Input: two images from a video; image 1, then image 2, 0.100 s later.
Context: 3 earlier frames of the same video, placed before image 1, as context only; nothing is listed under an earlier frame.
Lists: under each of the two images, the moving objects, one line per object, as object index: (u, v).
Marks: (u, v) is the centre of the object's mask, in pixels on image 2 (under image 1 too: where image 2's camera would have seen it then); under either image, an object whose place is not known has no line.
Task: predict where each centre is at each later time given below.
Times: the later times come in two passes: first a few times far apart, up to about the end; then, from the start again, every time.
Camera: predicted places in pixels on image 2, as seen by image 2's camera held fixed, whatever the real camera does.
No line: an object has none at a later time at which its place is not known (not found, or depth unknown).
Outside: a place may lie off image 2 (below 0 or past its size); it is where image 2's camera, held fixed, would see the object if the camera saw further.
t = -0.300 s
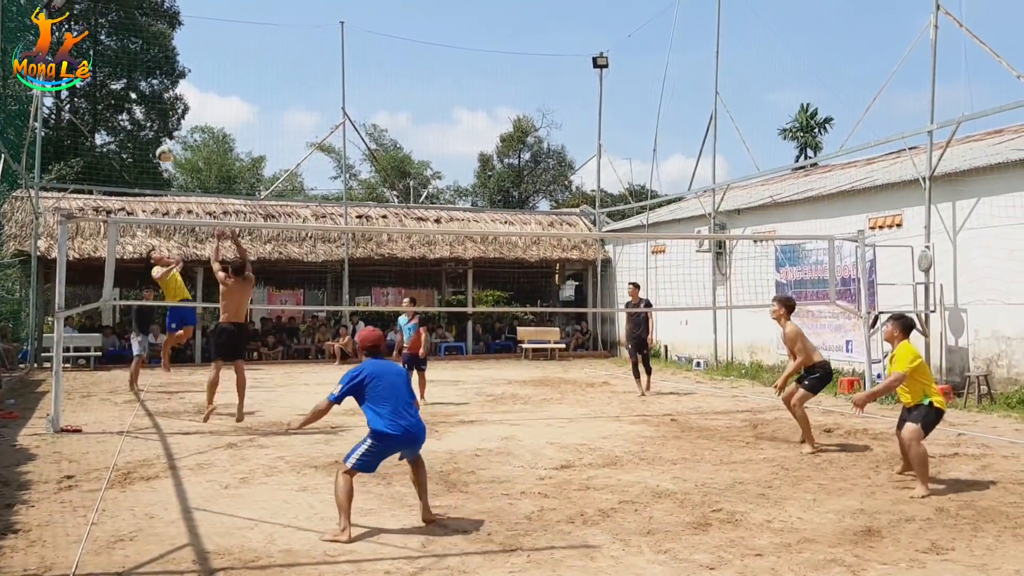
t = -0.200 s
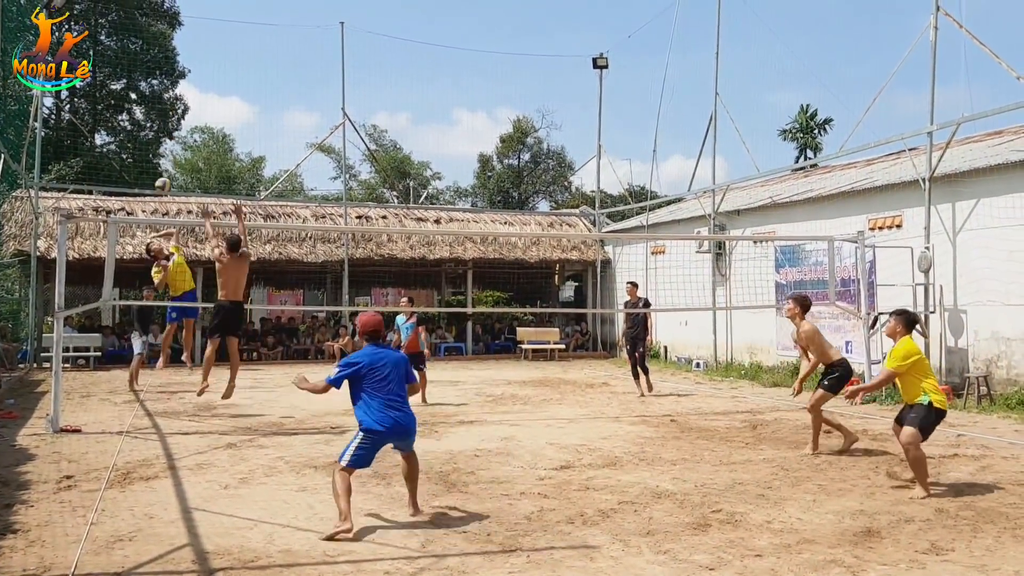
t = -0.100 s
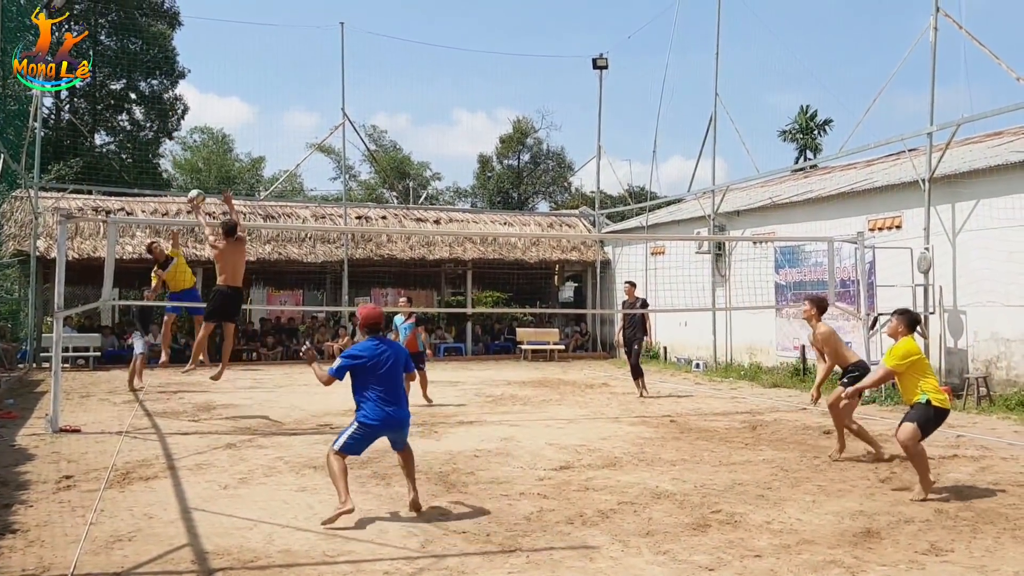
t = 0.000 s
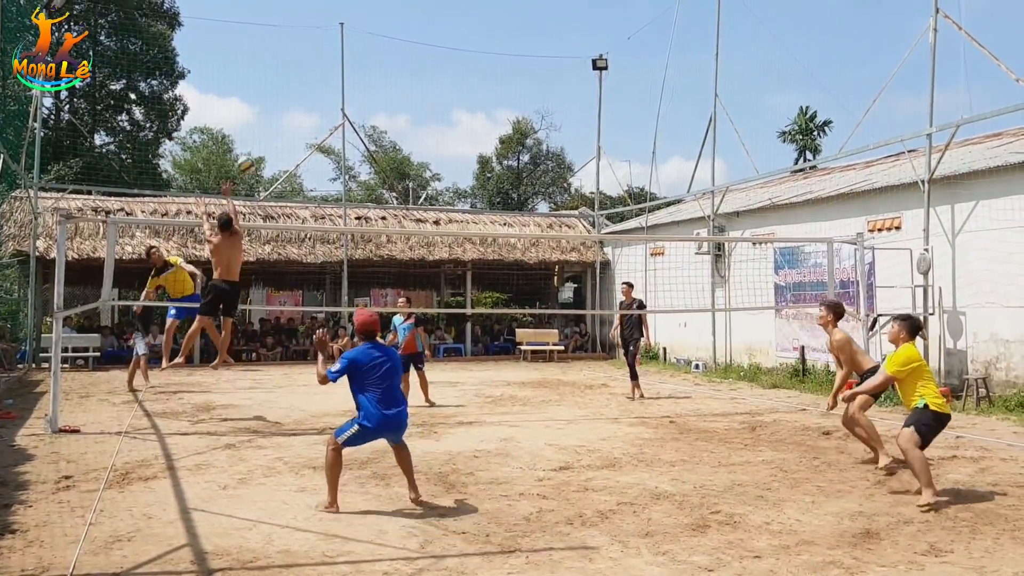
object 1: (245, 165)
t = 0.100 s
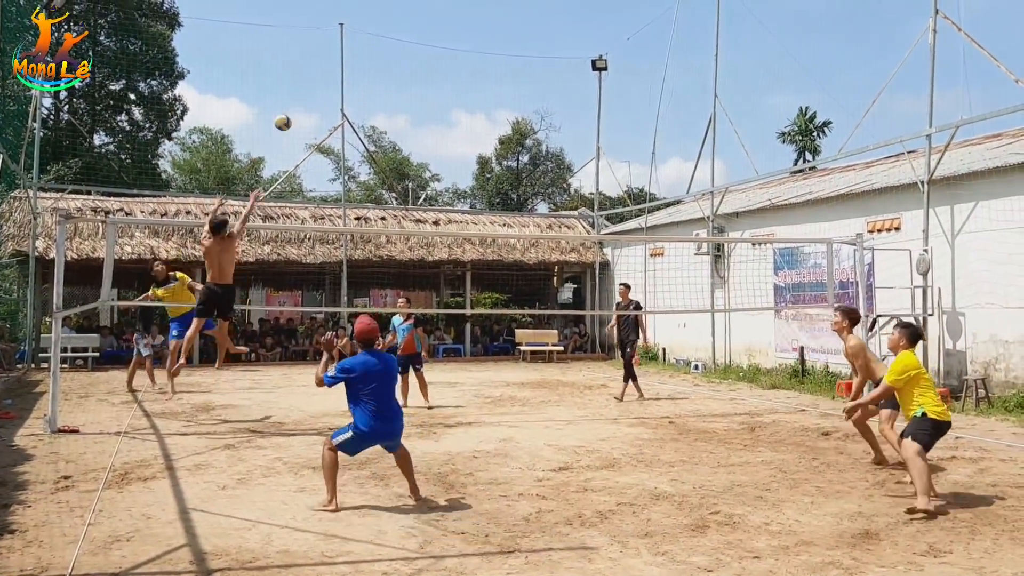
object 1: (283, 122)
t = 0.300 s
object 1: (352, 66)
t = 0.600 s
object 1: (449, 44)
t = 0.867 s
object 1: (528, 82)
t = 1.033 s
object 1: (574, 131)
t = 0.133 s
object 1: (294, 110)
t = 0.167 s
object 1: (307, 99)
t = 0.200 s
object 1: (319, 90)
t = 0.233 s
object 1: (330, 81)
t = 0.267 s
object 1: (341, 72)
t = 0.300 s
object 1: (352, 66)
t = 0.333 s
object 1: (364, 60)
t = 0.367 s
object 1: (375, 55)
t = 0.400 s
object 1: (386, 50)
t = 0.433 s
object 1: (397, 47)
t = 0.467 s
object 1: (407, 45)
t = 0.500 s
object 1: (418, 43)
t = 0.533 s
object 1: (428, 43)
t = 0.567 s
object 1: (439, 43)
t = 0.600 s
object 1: (449, 44)
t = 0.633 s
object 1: (460, 46)
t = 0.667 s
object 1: (470, 49)
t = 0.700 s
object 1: (479, 53)
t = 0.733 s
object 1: (490, 57)
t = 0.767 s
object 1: (499, 62)
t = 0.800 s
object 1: (509, 68)
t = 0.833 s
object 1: (519, 75)
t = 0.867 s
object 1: (528, 82)
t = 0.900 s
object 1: (538, 91)
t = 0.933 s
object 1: (547, 100)
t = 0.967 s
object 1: (556, 110)
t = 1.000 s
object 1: (565, 120)
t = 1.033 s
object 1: (574, 131)
